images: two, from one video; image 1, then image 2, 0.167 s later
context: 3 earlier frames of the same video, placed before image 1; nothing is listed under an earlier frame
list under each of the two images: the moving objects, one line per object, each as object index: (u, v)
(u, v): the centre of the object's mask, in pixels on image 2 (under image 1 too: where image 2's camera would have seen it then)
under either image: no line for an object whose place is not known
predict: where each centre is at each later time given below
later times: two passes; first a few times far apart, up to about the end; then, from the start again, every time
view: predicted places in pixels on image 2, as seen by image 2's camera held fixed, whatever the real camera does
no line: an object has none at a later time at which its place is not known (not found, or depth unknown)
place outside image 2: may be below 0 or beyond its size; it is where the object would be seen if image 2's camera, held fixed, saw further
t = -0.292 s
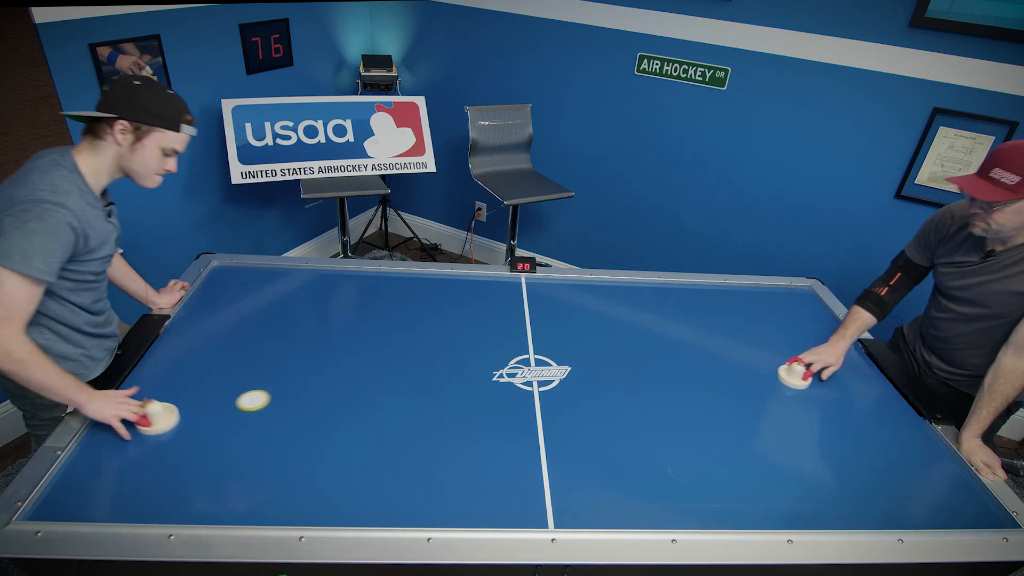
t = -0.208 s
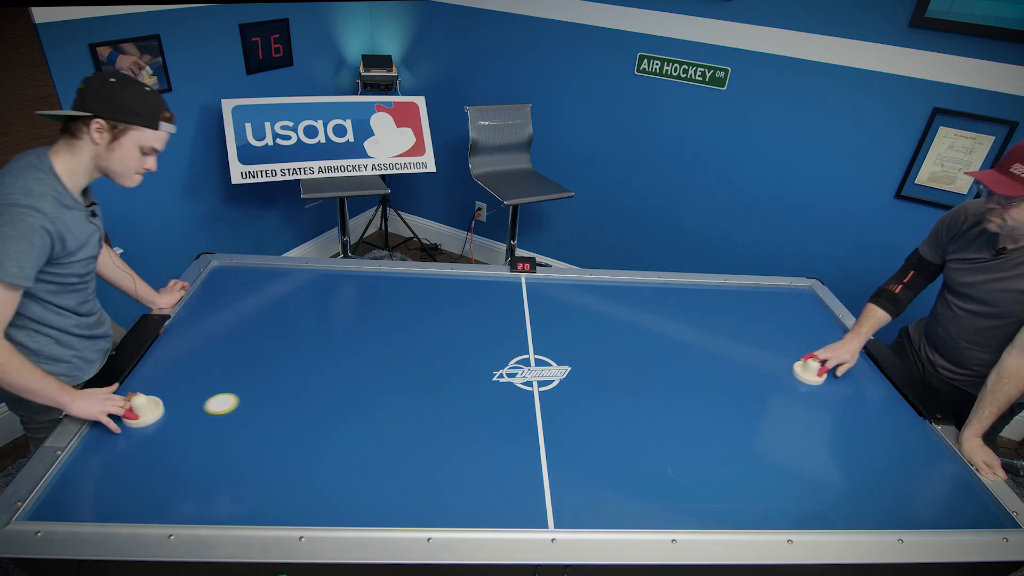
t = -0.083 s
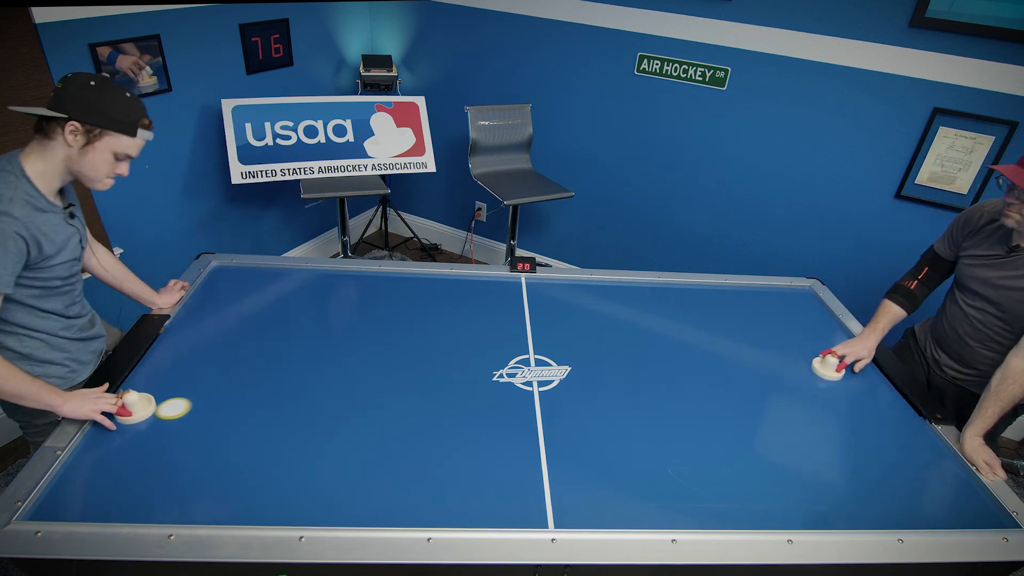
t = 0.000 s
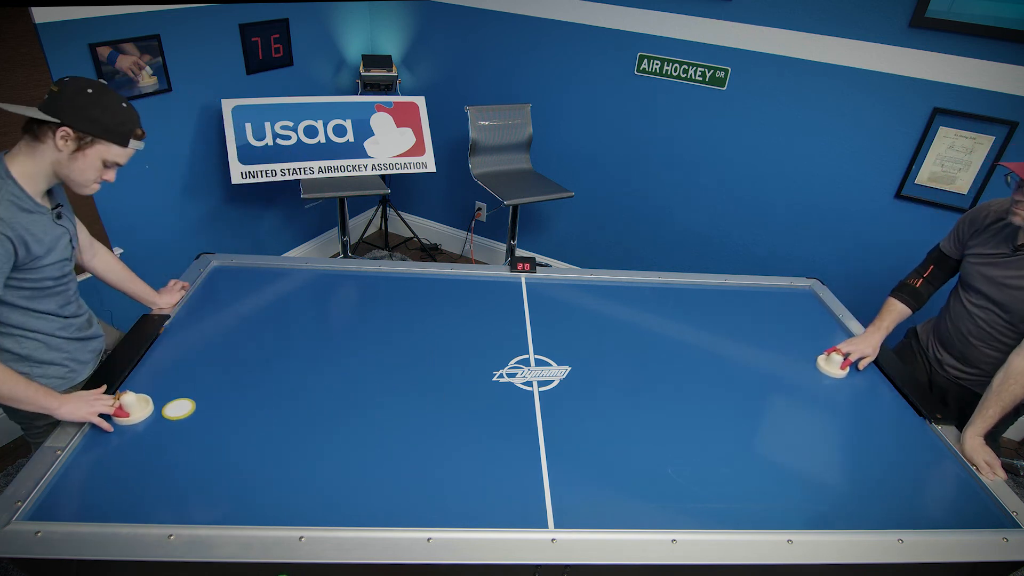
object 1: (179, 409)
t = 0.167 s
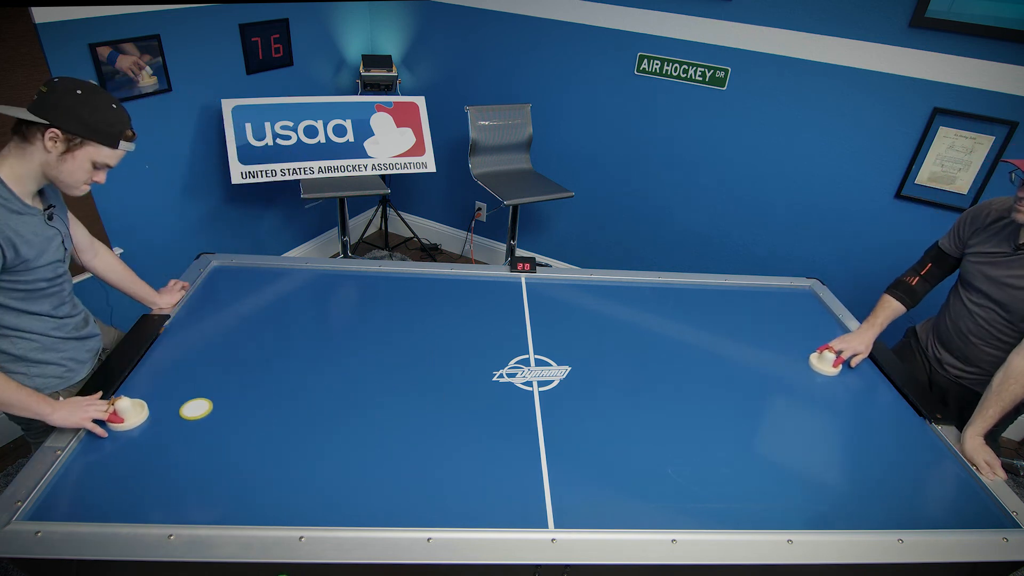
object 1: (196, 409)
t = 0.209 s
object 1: (200, 408)
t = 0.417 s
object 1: (223, 407)
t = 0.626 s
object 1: (247, 405)
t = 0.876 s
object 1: (276, 402)
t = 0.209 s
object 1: (200, 408)
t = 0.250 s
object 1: (205, 408)
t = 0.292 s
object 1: (209, 408)
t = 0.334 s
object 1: (214, 408)
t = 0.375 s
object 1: (218, 408)
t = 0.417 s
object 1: (223, 407)
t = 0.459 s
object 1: (228, 407)
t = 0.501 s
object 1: (232, 407)
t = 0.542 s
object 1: (237, 406)
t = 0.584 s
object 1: (242, 406)
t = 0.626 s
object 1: (247, 405)
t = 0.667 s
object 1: (251, 405)
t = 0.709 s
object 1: (256, 404)
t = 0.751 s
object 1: (261, 404)
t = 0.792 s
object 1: (266, 403)
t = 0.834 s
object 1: (271, 403)
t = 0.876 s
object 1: (276, 402)
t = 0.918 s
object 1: (281, 401)
